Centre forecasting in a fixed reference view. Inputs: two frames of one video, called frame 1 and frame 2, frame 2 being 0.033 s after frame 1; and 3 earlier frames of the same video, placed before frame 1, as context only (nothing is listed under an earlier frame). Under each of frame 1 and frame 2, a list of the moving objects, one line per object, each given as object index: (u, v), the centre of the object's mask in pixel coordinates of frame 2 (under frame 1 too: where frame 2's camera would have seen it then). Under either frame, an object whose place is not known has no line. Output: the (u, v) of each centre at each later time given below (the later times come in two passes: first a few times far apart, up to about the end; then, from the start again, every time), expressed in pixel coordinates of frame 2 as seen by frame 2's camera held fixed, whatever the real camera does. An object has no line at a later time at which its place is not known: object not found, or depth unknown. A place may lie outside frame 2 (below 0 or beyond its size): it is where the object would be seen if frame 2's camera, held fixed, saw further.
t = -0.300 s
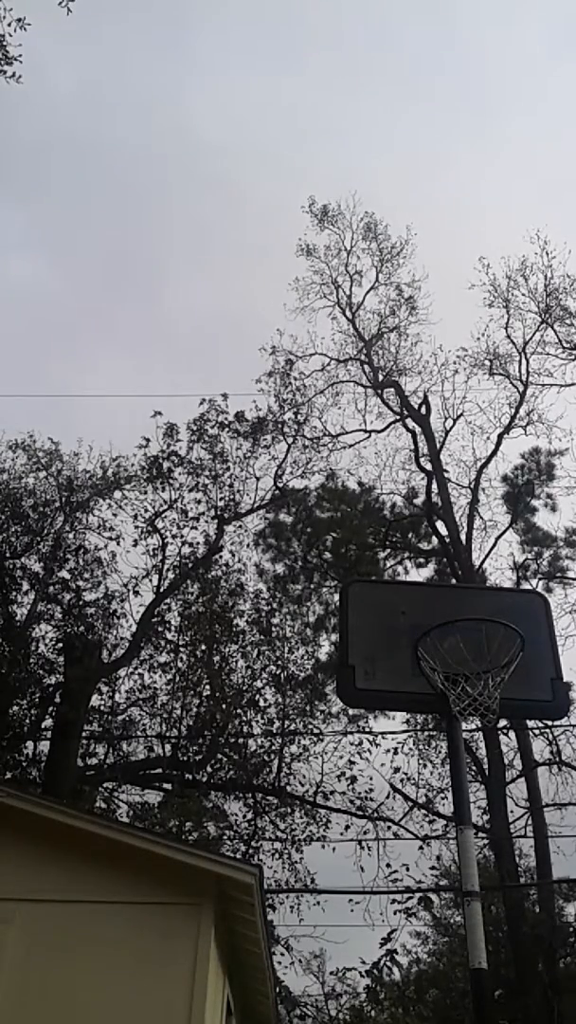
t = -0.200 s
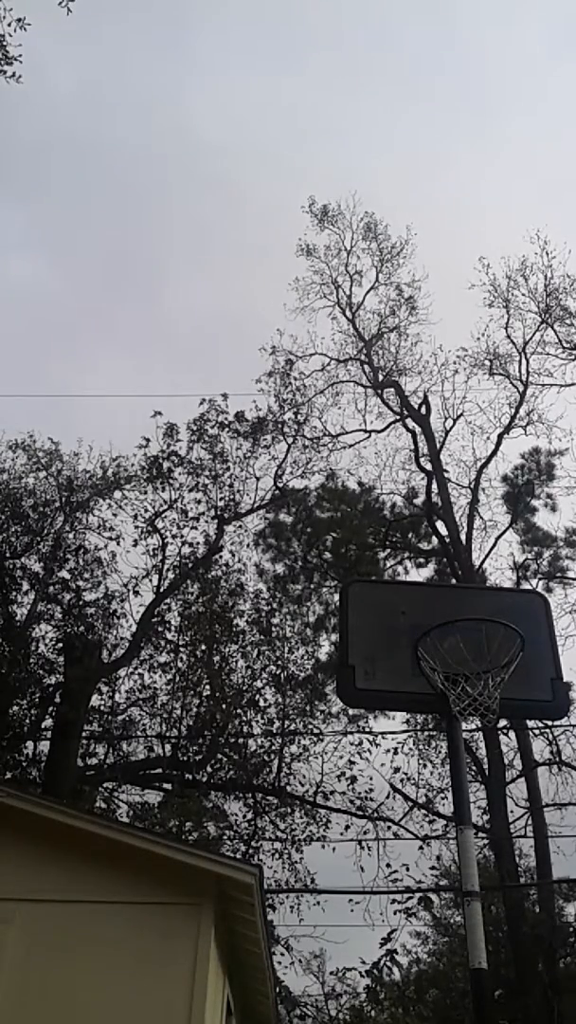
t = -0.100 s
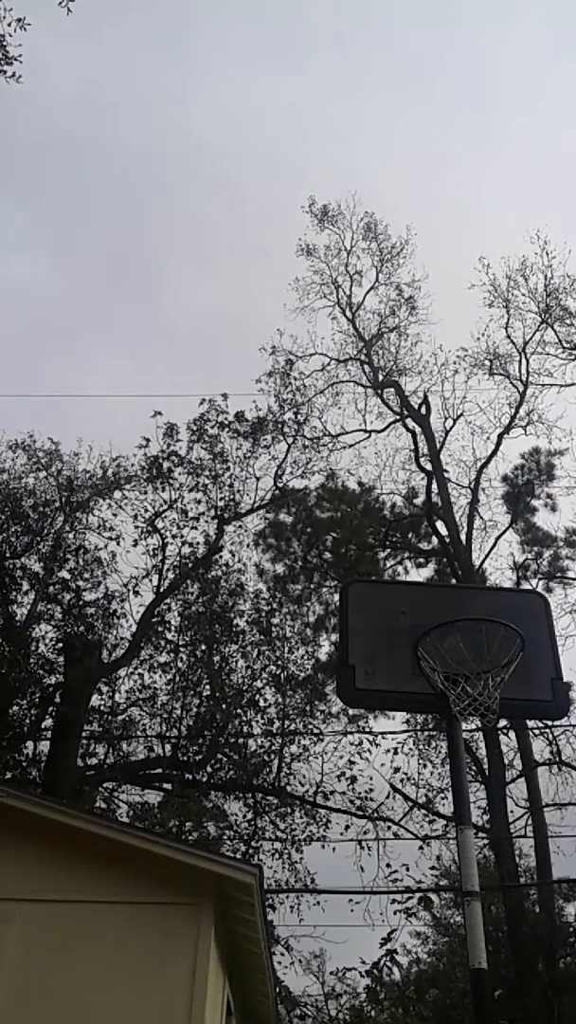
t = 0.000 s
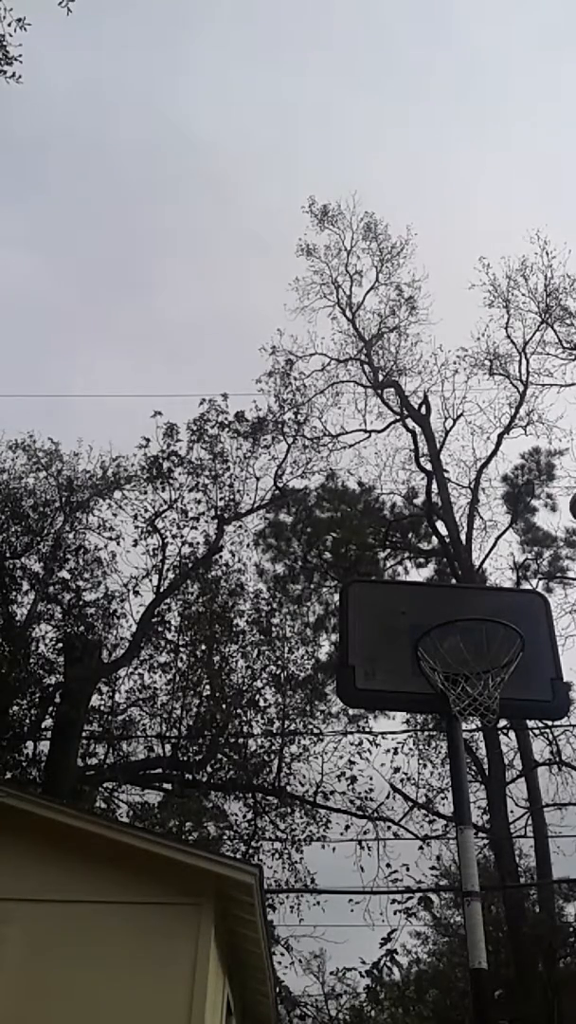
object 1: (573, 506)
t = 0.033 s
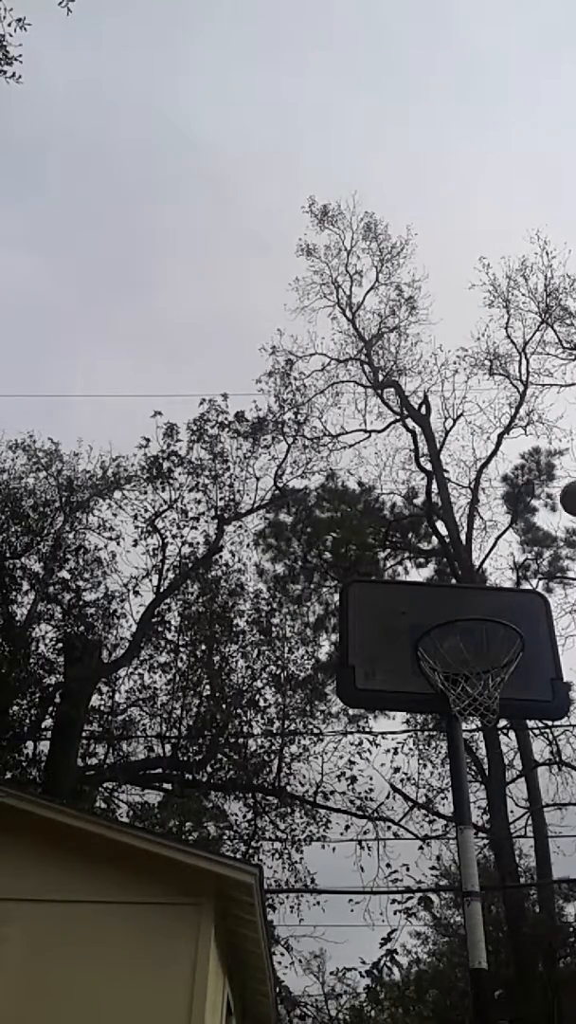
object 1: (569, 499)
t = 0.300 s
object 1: (506, 477)
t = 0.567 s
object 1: (431, 552)
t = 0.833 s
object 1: (291, 784)
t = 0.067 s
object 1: (564, 491)
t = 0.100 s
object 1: (559, 486)
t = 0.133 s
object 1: (552, 482)
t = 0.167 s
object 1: (542, 478)
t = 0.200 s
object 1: (533, 477)
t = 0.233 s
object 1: (524, 475)
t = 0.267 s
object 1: (516, 477)
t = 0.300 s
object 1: (506, 477)
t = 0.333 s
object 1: (496, 481)
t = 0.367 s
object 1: (489, 485)
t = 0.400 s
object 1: (479, 491)
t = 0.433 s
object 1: (470, 499)
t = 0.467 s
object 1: (461, 509)
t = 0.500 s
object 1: (451, 520)
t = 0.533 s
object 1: (440, 533)
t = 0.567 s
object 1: (431, 552)
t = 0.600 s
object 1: (420, 571)
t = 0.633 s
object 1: (411, 594)
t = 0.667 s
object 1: (399, 621)
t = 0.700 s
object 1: (382, 644)
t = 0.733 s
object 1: (362, 668)
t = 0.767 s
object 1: (340, 704)
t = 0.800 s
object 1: (316, 742)
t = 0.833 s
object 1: (291, 784)
